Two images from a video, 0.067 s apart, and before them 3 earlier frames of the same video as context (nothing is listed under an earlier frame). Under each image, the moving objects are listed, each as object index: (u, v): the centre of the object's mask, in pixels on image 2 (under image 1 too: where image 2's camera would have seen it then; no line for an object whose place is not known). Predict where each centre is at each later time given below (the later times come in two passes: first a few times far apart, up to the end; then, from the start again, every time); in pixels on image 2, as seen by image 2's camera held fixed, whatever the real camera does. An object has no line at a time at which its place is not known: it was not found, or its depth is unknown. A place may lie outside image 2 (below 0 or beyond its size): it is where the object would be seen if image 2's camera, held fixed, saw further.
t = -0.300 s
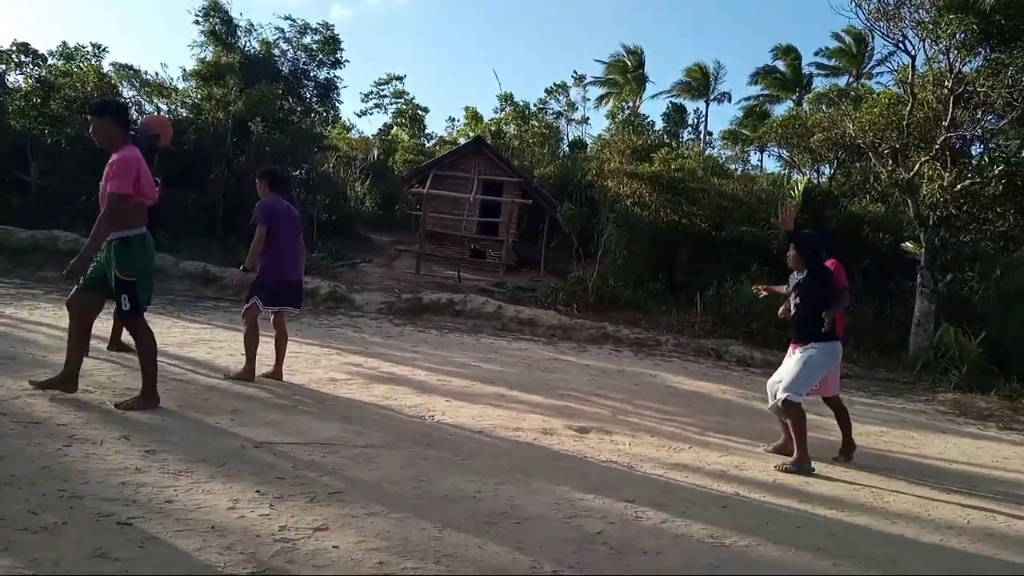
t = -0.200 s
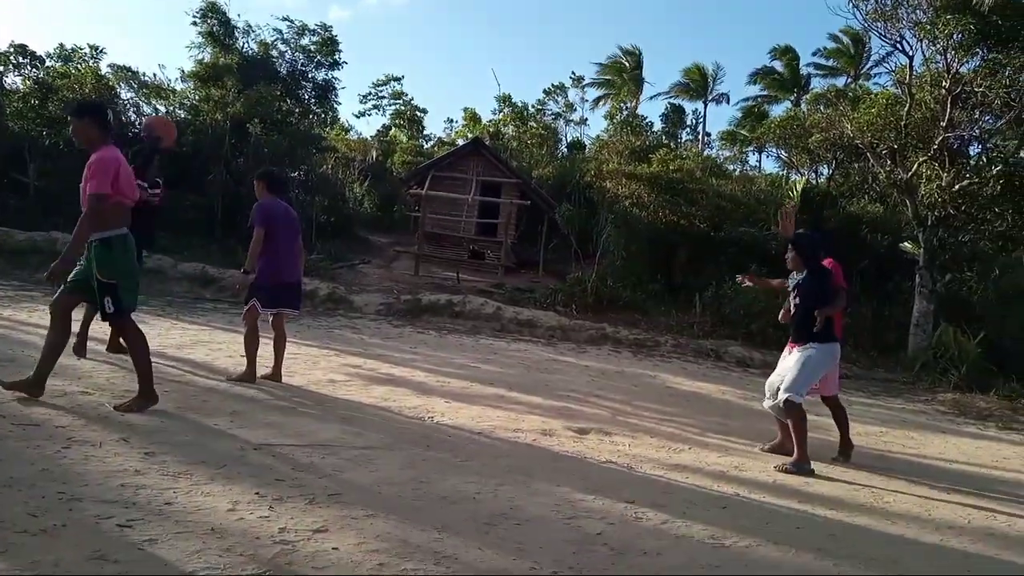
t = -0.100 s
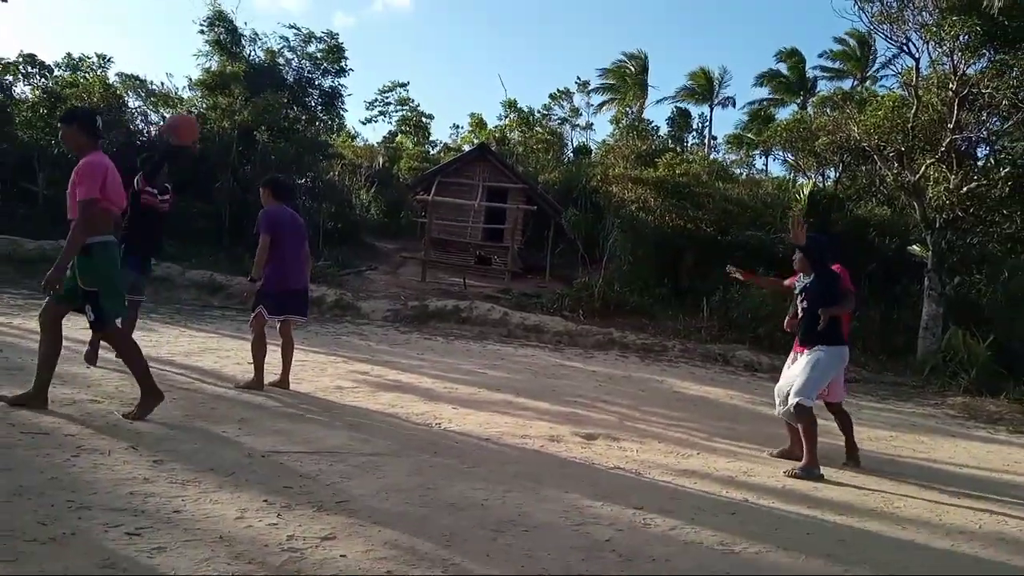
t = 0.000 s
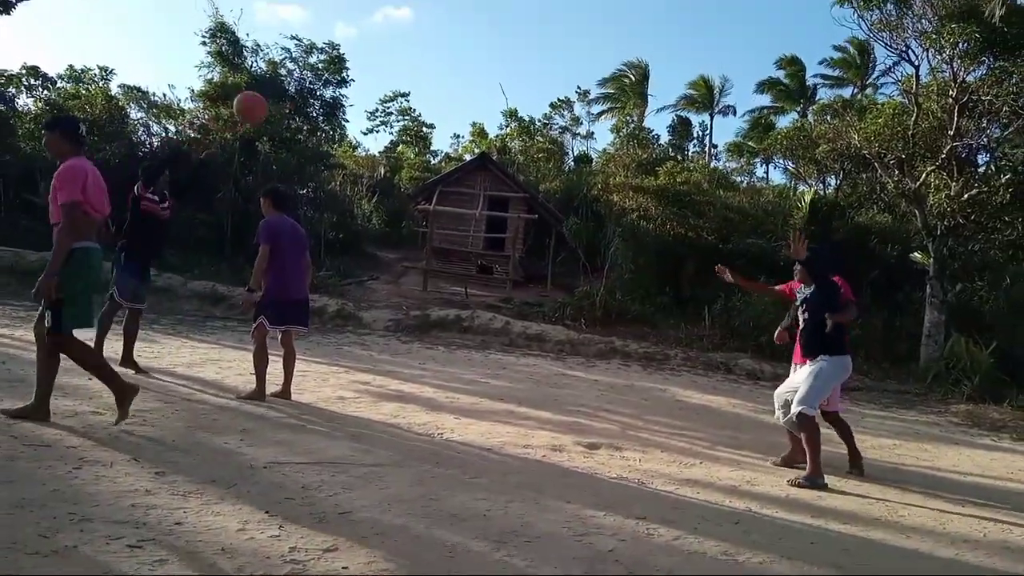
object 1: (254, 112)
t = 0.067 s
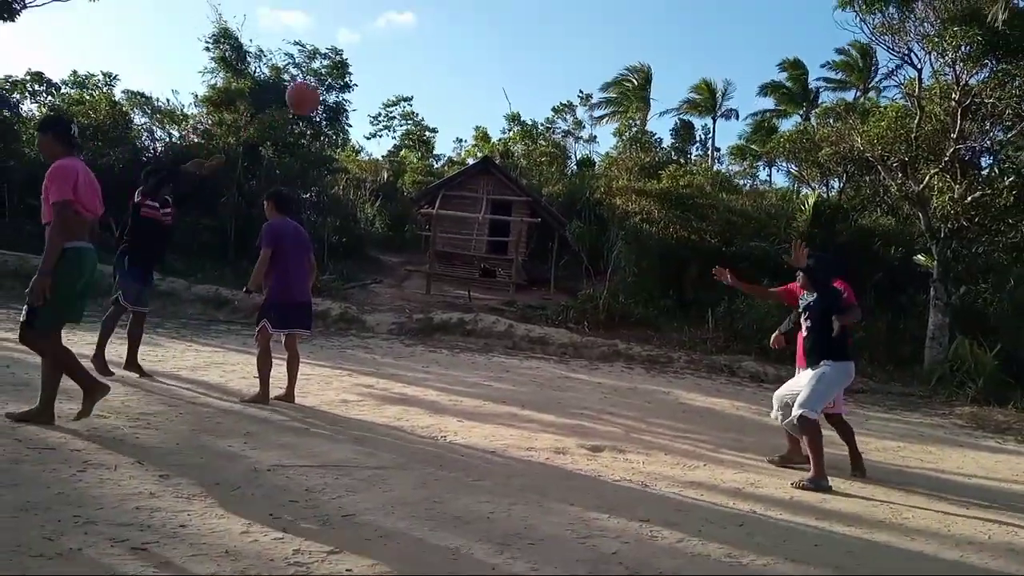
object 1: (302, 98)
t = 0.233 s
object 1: (425, 88)
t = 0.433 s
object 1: (578, 122)
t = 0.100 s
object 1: (328, 93)
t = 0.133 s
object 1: (352, 89)
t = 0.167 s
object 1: (376, 88)
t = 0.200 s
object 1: (401, 87)
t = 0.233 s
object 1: (425, 88)
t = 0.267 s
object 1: (449, 90)
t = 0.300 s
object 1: (474, 93)
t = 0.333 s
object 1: (500, 97)
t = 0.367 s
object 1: (525, 103)
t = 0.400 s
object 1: (551, 112)
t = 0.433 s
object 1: (578, 122)
